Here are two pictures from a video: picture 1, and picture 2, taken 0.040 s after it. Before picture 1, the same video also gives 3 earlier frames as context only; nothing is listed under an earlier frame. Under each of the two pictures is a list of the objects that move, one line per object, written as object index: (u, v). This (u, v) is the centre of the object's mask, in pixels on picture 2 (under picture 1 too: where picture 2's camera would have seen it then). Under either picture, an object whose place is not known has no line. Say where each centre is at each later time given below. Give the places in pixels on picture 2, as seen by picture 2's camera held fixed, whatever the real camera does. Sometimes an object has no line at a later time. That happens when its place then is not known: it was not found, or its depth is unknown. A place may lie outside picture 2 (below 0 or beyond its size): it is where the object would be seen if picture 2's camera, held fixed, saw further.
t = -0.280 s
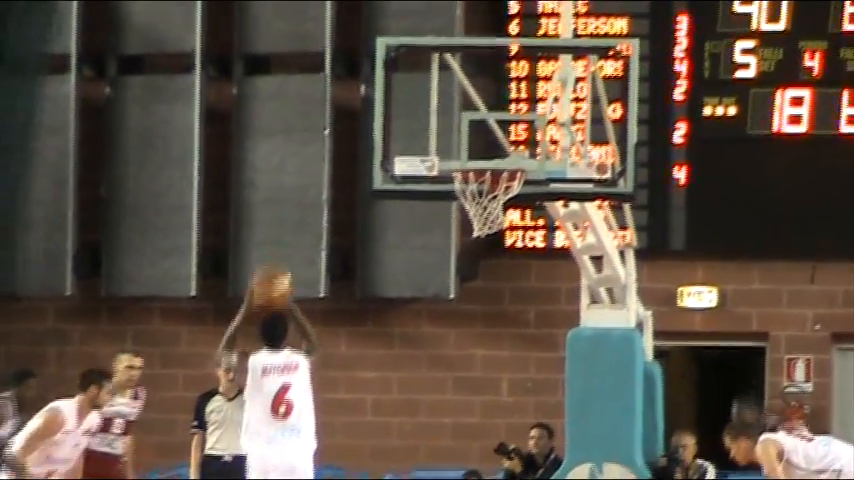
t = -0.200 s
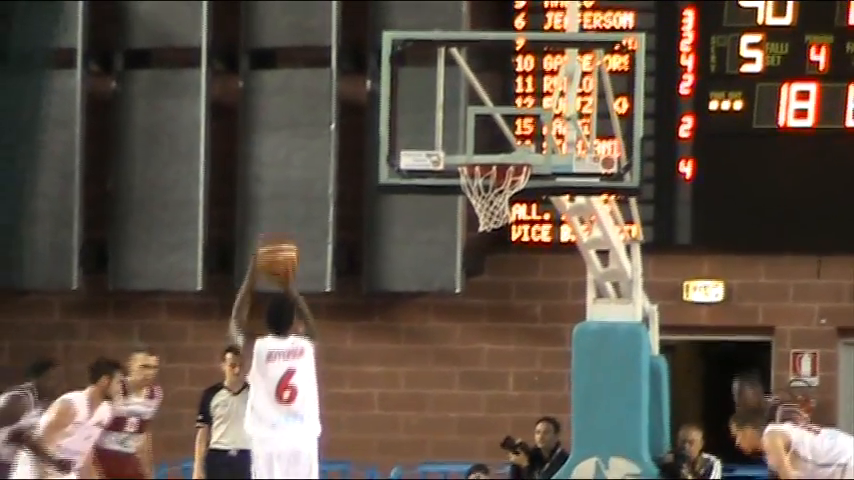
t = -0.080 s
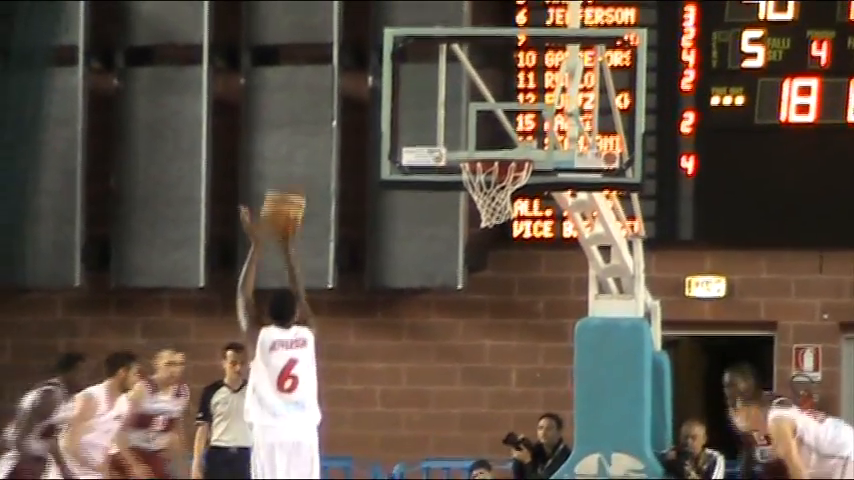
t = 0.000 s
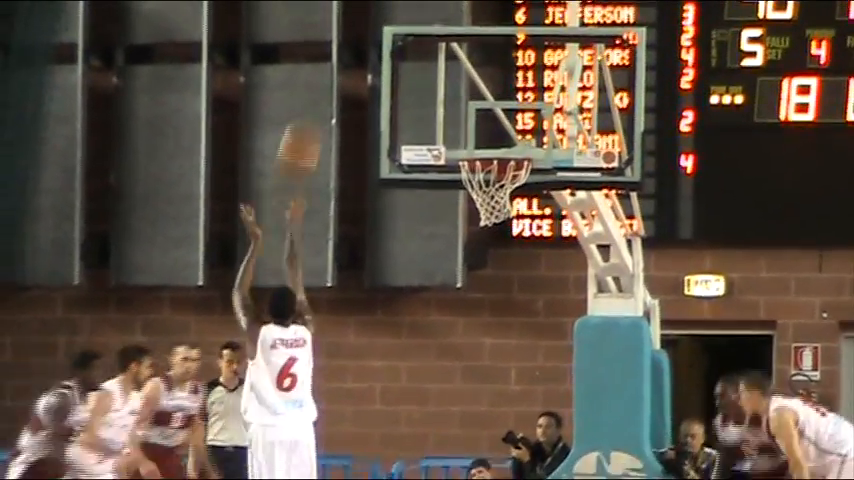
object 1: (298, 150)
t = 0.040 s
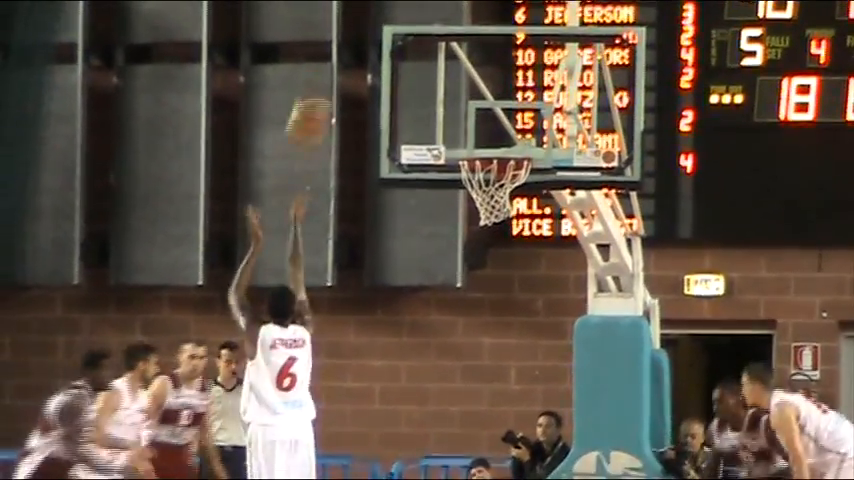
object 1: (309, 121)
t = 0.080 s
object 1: (317, 96)
